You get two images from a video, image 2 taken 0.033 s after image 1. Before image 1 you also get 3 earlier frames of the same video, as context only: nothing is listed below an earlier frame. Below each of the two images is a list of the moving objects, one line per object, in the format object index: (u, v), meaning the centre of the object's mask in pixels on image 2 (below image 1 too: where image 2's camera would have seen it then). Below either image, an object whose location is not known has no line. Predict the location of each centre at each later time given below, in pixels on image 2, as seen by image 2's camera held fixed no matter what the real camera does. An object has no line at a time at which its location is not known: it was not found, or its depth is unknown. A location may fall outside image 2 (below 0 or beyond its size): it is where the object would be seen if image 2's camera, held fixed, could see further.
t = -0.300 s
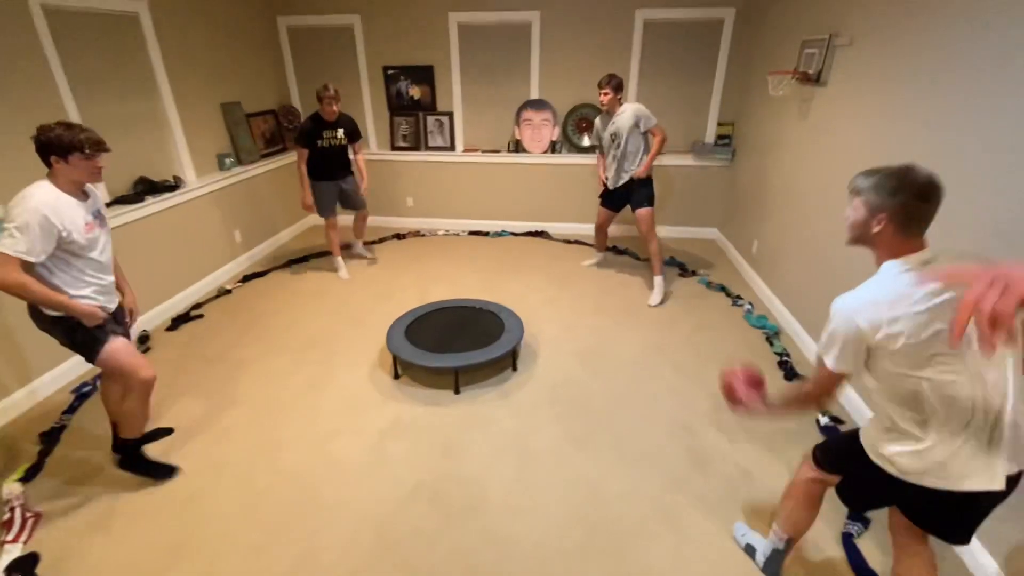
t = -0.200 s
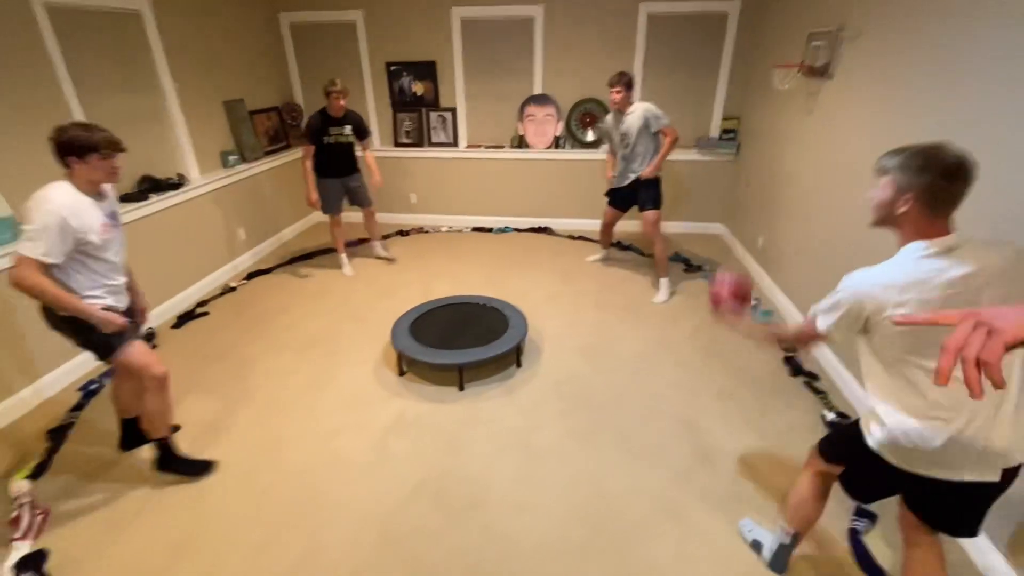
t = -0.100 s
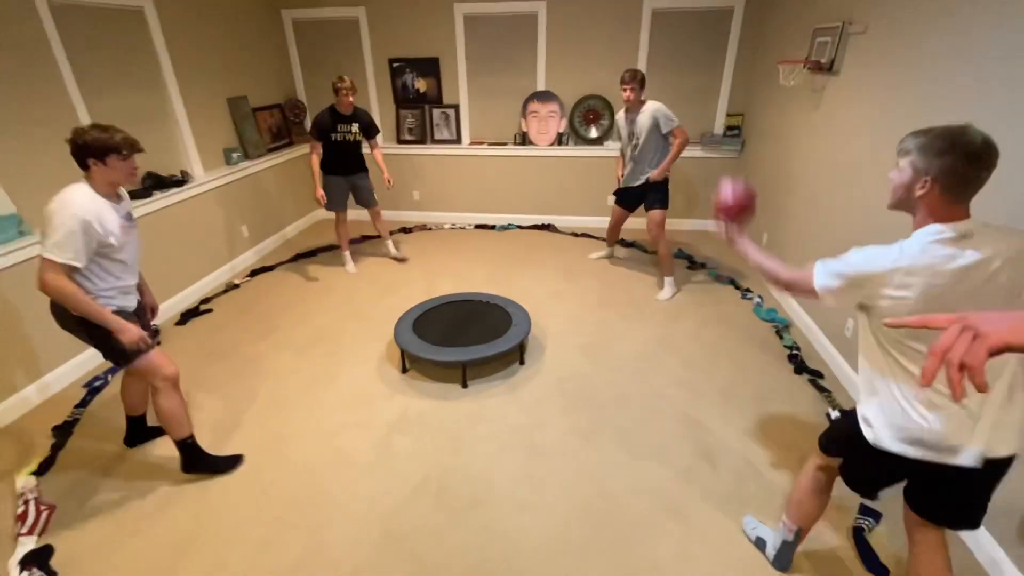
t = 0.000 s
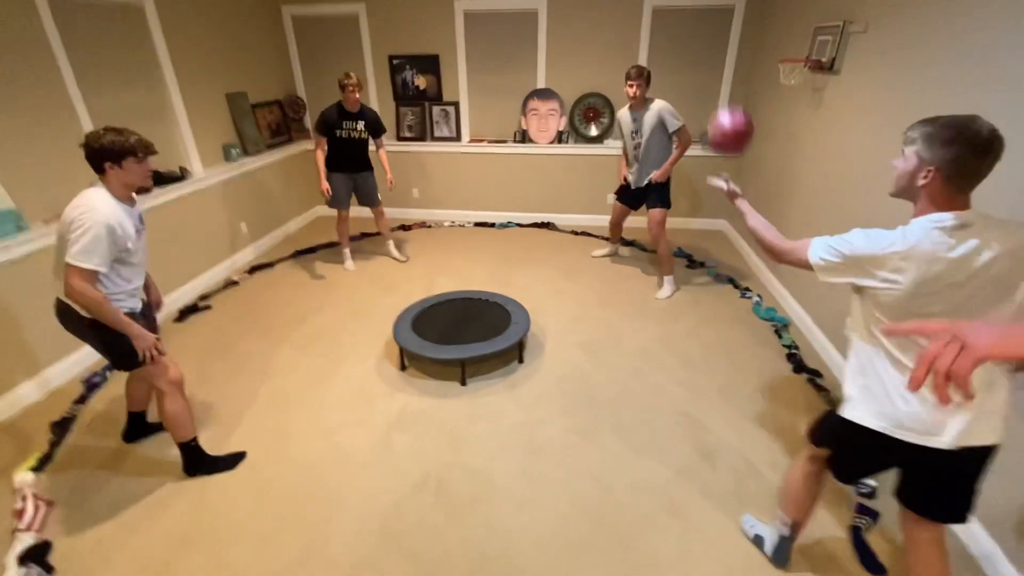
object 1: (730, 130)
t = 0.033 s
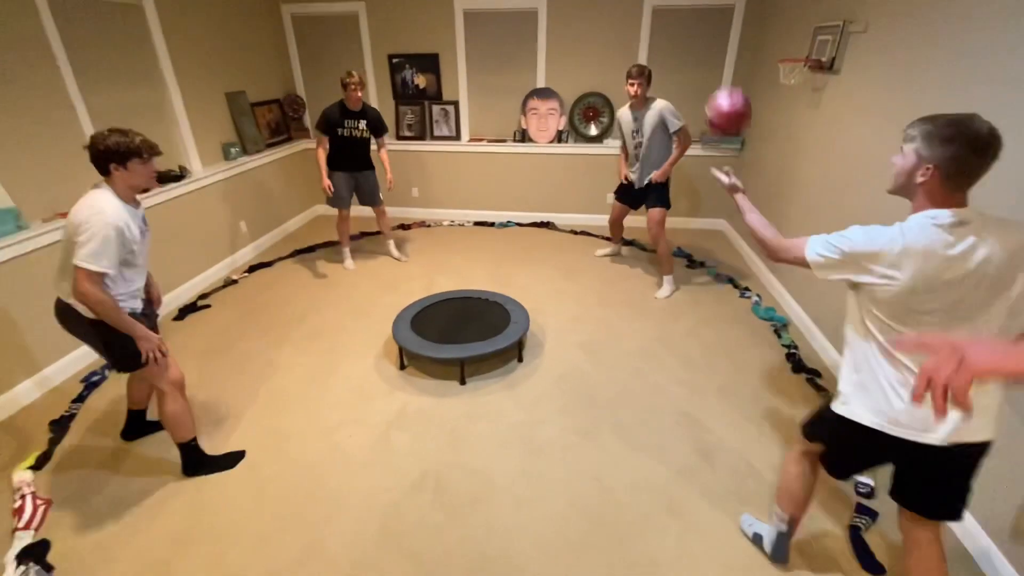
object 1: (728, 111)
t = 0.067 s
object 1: (726, 96)
